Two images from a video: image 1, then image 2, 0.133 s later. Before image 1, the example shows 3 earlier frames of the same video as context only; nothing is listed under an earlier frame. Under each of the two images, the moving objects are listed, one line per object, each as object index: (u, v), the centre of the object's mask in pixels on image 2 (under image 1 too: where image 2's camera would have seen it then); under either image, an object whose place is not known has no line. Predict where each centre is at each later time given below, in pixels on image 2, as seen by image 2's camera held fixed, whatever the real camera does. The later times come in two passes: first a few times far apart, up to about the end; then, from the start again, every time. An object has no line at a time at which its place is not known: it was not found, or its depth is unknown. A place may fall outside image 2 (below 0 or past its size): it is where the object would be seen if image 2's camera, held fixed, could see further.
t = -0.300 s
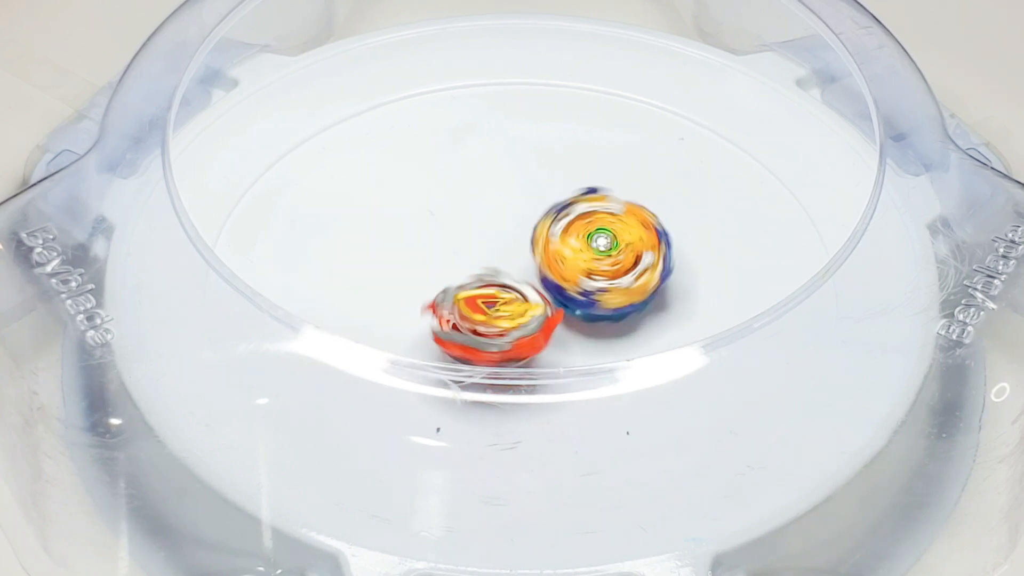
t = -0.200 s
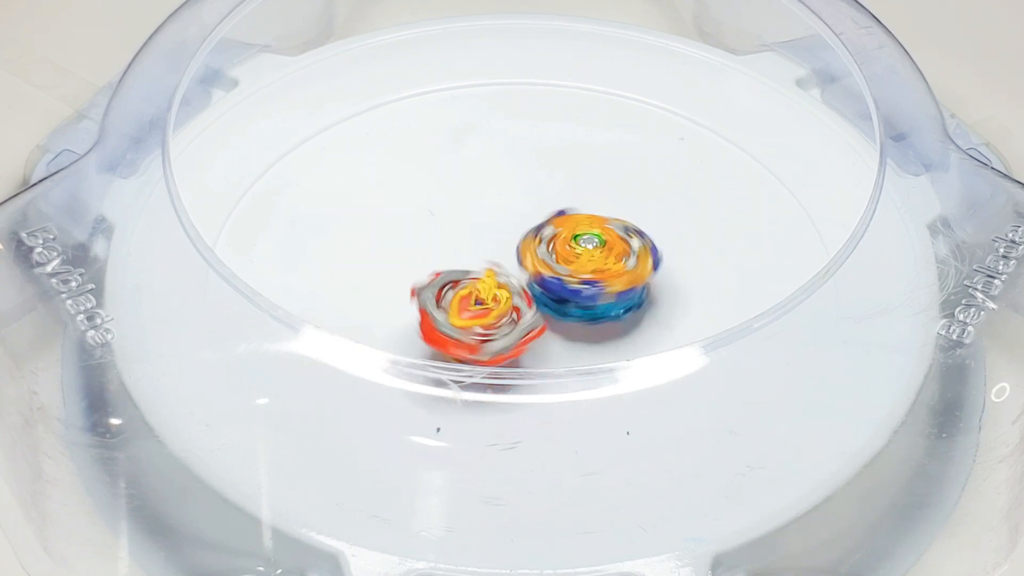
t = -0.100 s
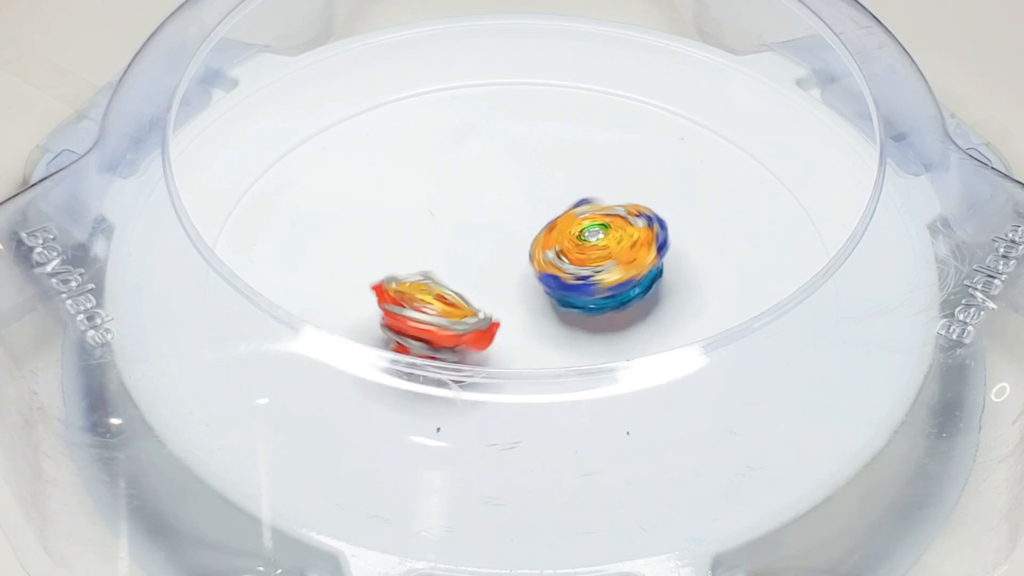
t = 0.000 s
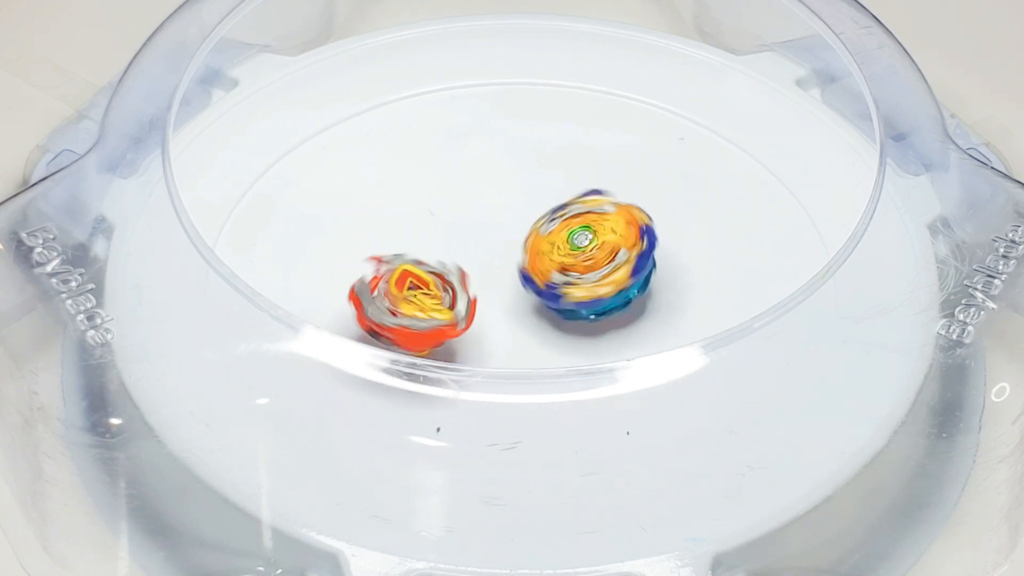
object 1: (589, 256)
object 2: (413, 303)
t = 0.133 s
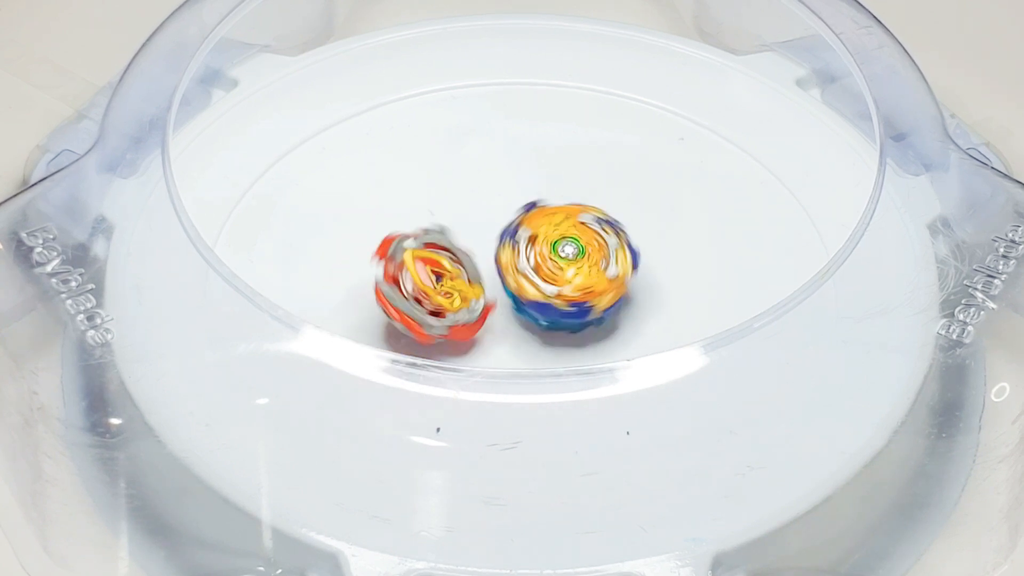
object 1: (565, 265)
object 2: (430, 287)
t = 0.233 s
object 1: (568, 274)
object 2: (427, 283)
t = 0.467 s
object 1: (577, 304)
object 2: (417, 302)
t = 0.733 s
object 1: (579, 308)
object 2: (427, 302)
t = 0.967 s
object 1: (577, 306)
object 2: (431, 277)
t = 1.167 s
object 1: (574, 307)
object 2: (450, 285)
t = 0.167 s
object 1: (563, 268)
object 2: (434, 284)
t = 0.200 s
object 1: (566, 271)
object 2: (428, 282)
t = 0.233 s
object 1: (568, 274)
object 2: (427, 283)
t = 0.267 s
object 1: (567, 278)
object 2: (427, 284)
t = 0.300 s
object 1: (567, 284)
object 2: (430, 285)
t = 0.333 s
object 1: (565, 291)
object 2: (435, 288)
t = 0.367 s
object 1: (571, 295)
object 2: (428, 293)
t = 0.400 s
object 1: (575, 299)
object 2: (423, 300)
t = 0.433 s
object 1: (578, 301)
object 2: (419, 302)
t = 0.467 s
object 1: (577, 304)
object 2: (417, 302)
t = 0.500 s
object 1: (574, 306)
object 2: (420, 305)
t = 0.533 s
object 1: (570, 308)
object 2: (425, 307)
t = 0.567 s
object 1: (567, 309)
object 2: (430, 308)
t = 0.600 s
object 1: (568, 311)
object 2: (430, 307)
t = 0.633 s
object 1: (571, 313)
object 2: (429, 309)
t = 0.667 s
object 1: (572, 312)
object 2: (433, 310)
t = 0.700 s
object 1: (572, 311)
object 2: (435, 306)
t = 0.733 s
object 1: (579, 308)
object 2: (427, 302)
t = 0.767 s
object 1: (583, 307)
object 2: (424, 298)
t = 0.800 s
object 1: (584, 308)
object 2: (421, 292)
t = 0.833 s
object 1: (584, 310)
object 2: (421, 285)
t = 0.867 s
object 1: (583, 311)
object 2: (421, 280)
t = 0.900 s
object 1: (581, 310)
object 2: (422, 278)
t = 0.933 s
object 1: (578, 308)
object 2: (425, 277)
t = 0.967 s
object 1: (577, 306)
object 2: (431, 277)
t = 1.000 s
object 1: (576, 305)
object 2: (440, 277)
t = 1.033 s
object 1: (575, 303)
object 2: (447, 277)
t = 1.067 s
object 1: (574, 303)
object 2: (450, 278)
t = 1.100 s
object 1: (575, 304)
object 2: (449, 281)
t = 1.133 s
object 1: (574, 305)
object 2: (450, 283)
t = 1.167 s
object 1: (574, 307)
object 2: (450, 285)
